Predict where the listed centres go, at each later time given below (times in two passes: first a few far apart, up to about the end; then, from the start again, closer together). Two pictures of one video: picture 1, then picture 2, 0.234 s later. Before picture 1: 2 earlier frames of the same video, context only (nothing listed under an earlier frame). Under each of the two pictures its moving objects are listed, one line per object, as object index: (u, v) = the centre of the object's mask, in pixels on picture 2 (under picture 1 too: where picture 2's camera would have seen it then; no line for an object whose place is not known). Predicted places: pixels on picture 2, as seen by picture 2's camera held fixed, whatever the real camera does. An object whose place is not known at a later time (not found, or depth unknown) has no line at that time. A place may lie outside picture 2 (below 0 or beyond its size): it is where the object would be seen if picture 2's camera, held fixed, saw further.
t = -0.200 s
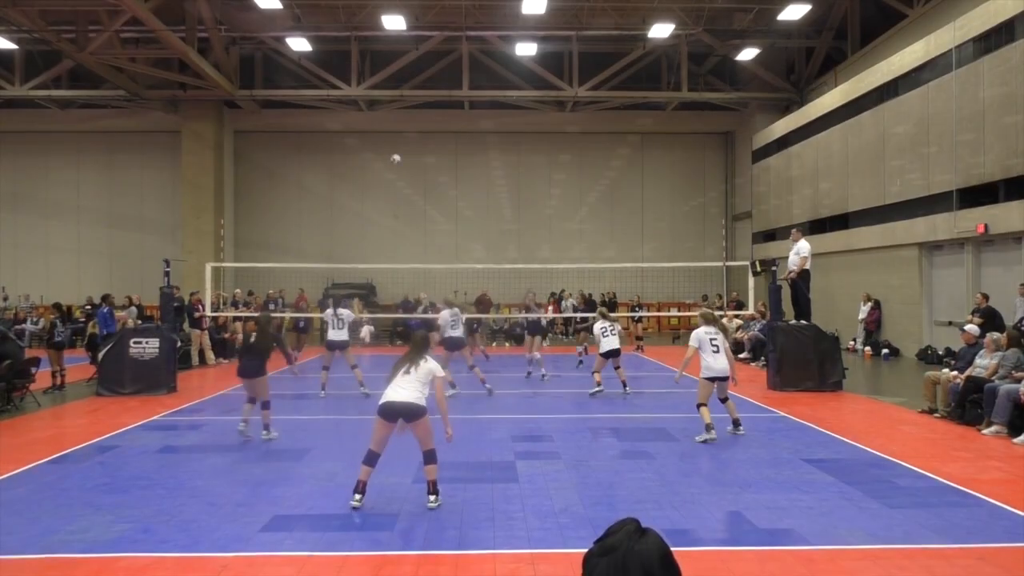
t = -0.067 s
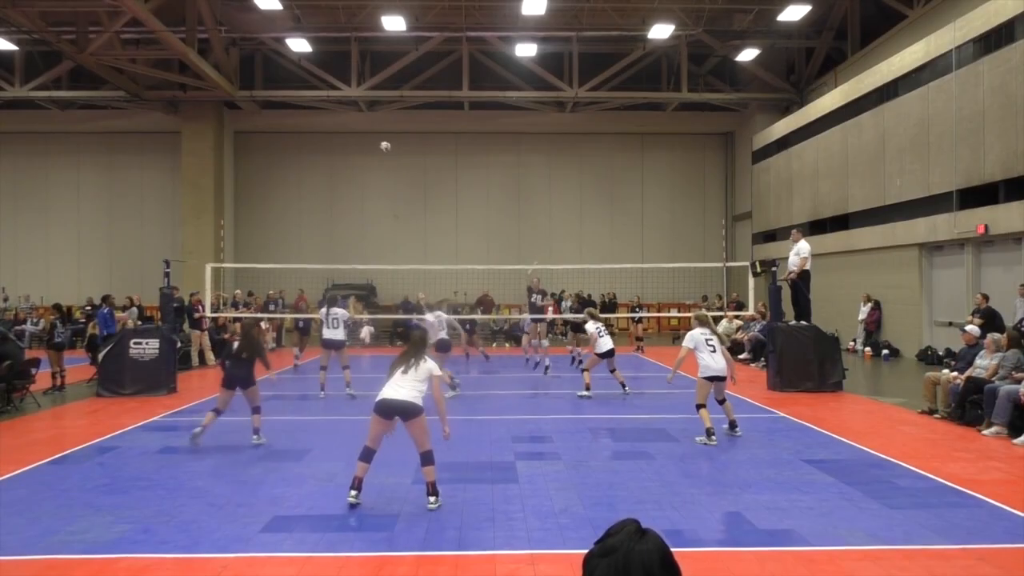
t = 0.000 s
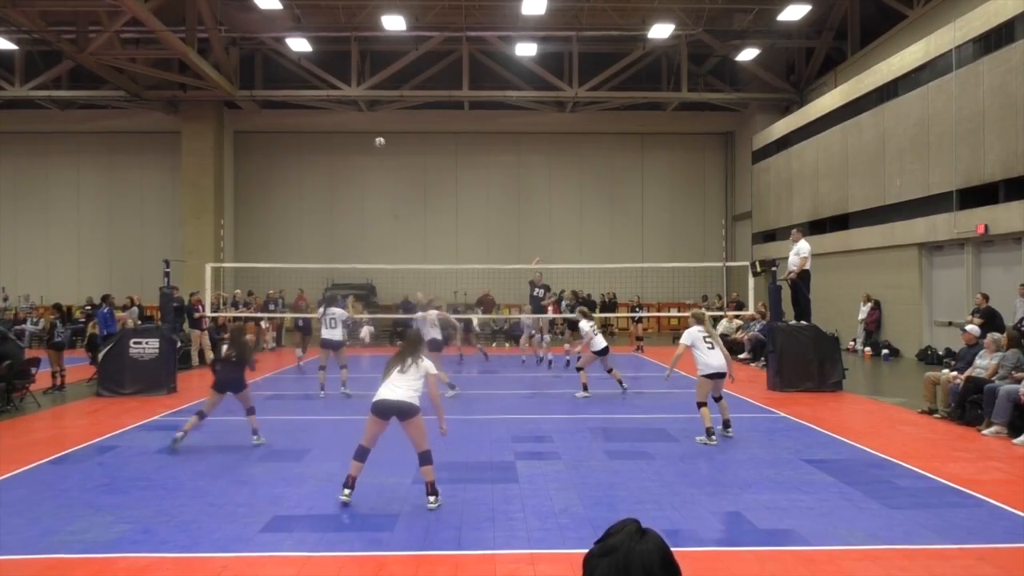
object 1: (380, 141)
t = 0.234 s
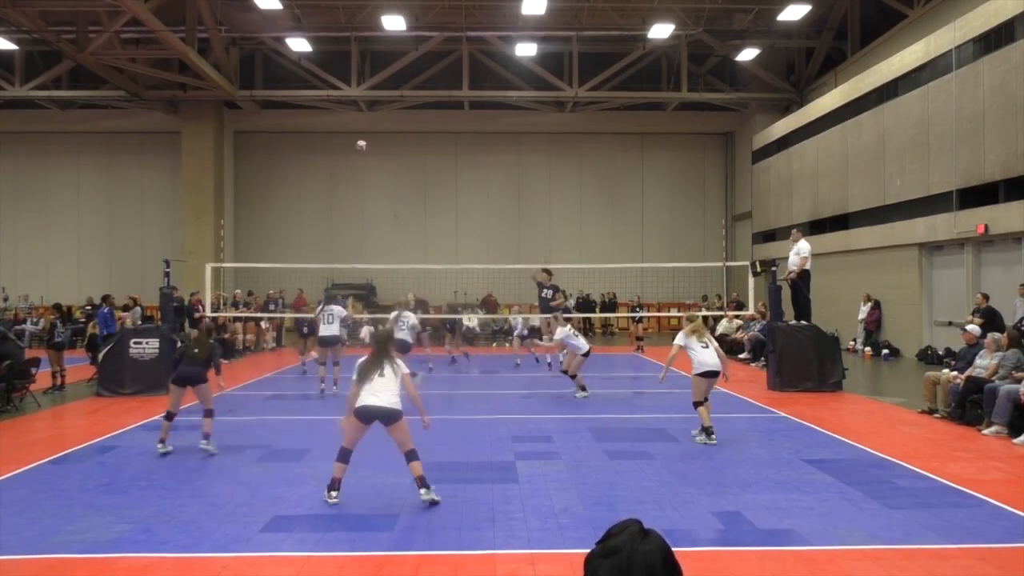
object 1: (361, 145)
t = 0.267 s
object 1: (358, 147)
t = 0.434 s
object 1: (346, 168)
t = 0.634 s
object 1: (331, 209)
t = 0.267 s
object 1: (358, 147)
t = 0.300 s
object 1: (356, 150)
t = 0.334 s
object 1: (353, 154)
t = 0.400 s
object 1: (348, 162)
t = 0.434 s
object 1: (346, 168)
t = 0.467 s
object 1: (343, 173)
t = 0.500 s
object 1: (341, 179)
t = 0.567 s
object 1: (336, 193)
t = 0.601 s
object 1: (334, 201)
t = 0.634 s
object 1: (331, 209)
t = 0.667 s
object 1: (329, 218)
